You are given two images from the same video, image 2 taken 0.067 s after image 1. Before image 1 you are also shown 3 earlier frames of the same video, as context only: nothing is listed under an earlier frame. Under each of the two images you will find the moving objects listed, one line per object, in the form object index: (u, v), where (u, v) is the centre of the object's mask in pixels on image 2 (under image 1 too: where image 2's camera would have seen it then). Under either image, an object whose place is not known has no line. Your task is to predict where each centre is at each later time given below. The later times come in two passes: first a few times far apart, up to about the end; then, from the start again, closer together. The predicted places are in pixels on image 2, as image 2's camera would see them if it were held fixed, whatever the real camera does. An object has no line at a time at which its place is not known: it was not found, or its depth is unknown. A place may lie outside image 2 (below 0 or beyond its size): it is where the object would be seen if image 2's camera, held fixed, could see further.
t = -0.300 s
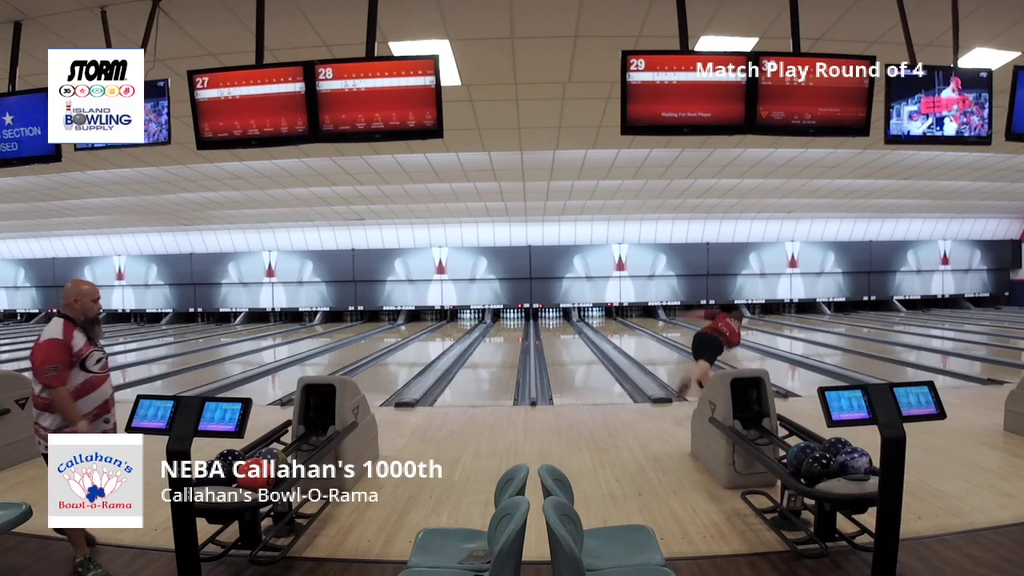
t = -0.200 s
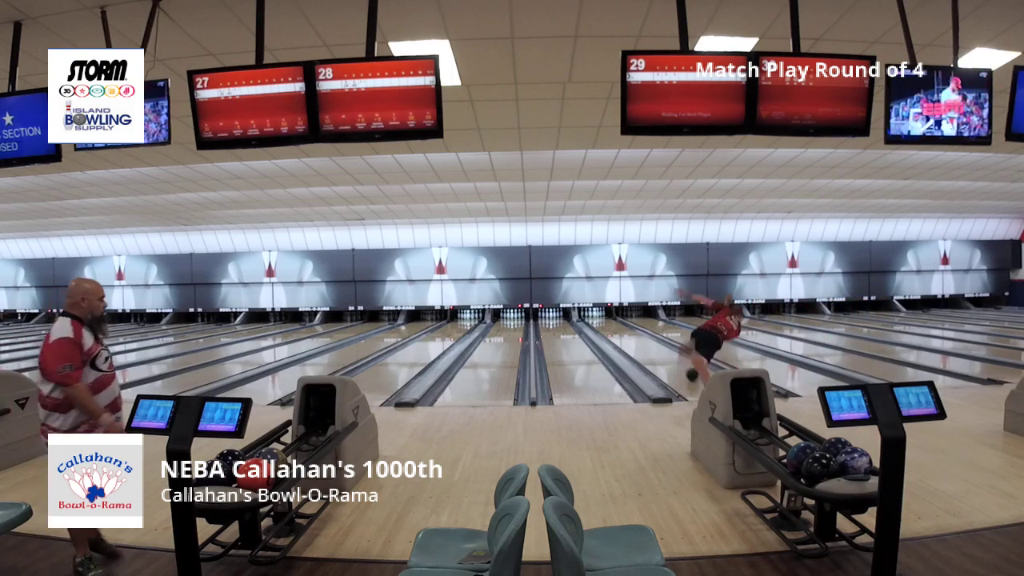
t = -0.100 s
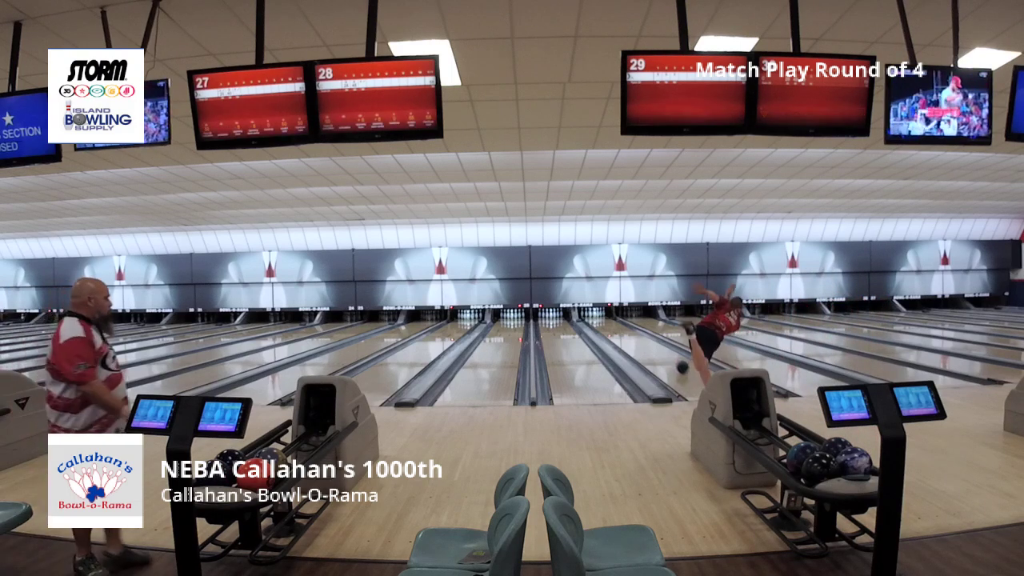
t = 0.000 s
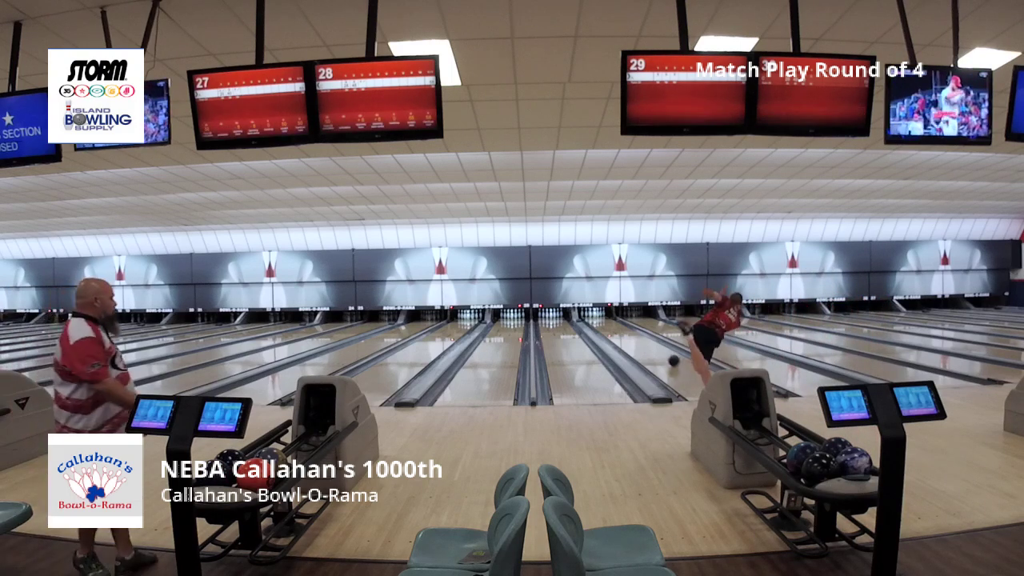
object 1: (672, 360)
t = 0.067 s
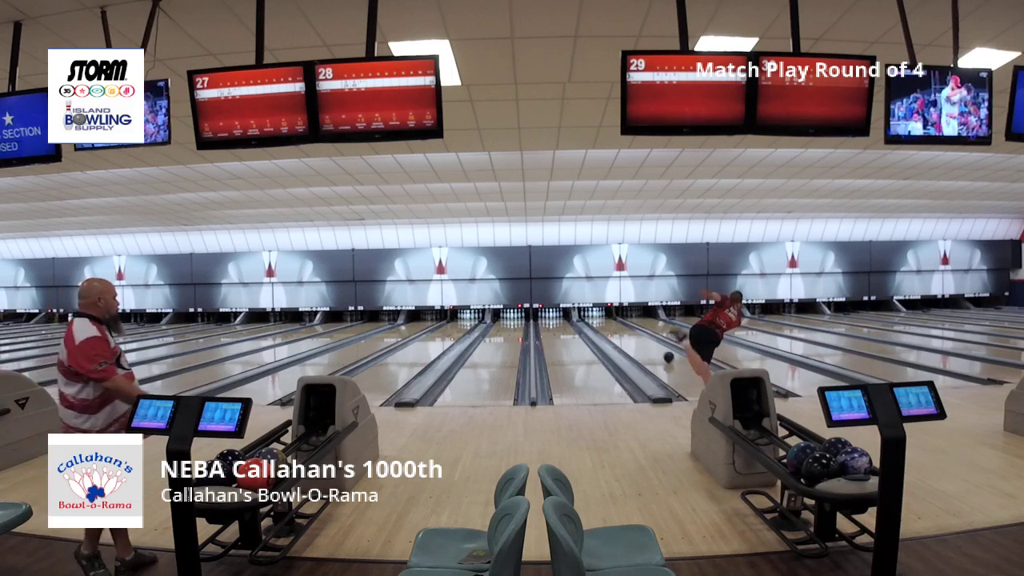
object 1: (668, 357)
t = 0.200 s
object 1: (659, 350)
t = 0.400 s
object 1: (647, 345)
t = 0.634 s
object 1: (635, 338)
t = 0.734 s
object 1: (632, 335)
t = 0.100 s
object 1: (666, 356)
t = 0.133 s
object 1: (664, 352)
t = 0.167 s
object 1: (665, 353)
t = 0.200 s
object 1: (659, 350)
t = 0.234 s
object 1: (656, 350)
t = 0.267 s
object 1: (655, 349)
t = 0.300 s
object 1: (653, 348)
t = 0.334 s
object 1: (650, 347)
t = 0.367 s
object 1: (649, 346)
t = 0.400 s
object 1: (647, 345)
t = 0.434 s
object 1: (646, 344)
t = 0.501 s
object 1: (643, 341)
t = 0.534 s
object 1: (636, 339)
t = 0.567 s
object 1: (635, 339)
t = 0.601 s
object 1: (635, 338)
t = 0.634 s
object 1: (635, 338)
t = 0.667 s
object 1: (633, 336)
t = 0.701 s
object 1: (633, 336)
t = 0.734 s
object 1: (632, 335)
